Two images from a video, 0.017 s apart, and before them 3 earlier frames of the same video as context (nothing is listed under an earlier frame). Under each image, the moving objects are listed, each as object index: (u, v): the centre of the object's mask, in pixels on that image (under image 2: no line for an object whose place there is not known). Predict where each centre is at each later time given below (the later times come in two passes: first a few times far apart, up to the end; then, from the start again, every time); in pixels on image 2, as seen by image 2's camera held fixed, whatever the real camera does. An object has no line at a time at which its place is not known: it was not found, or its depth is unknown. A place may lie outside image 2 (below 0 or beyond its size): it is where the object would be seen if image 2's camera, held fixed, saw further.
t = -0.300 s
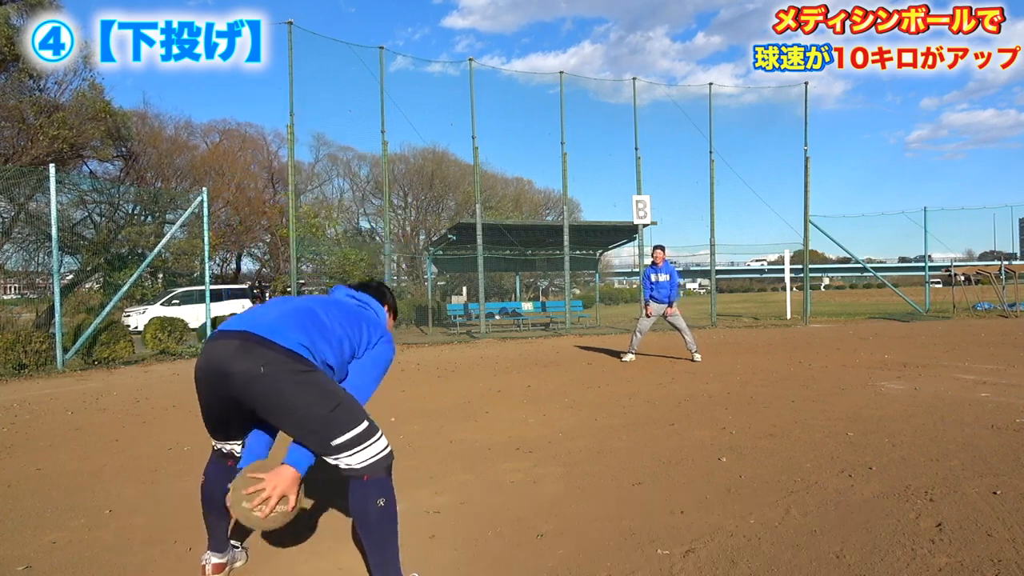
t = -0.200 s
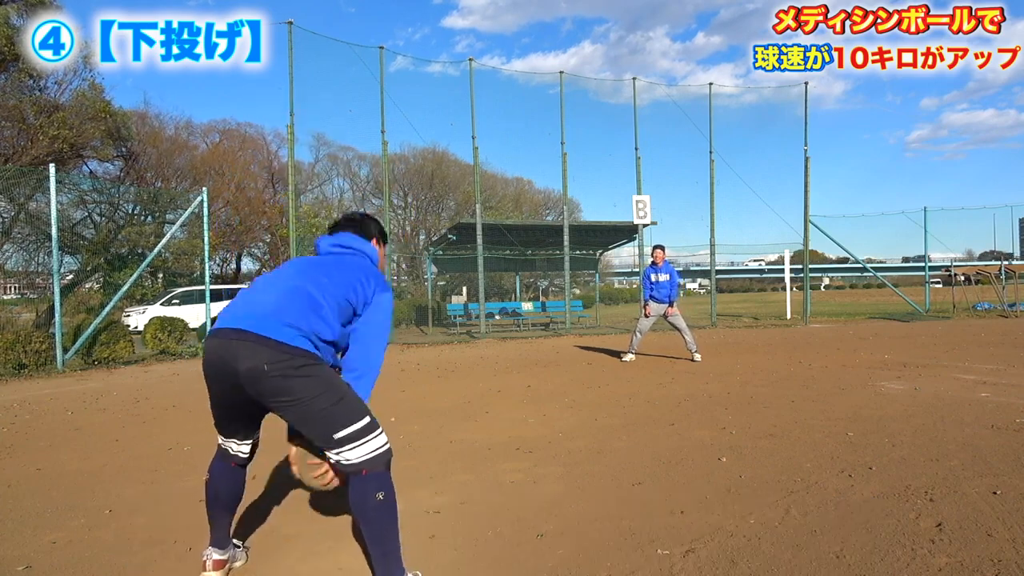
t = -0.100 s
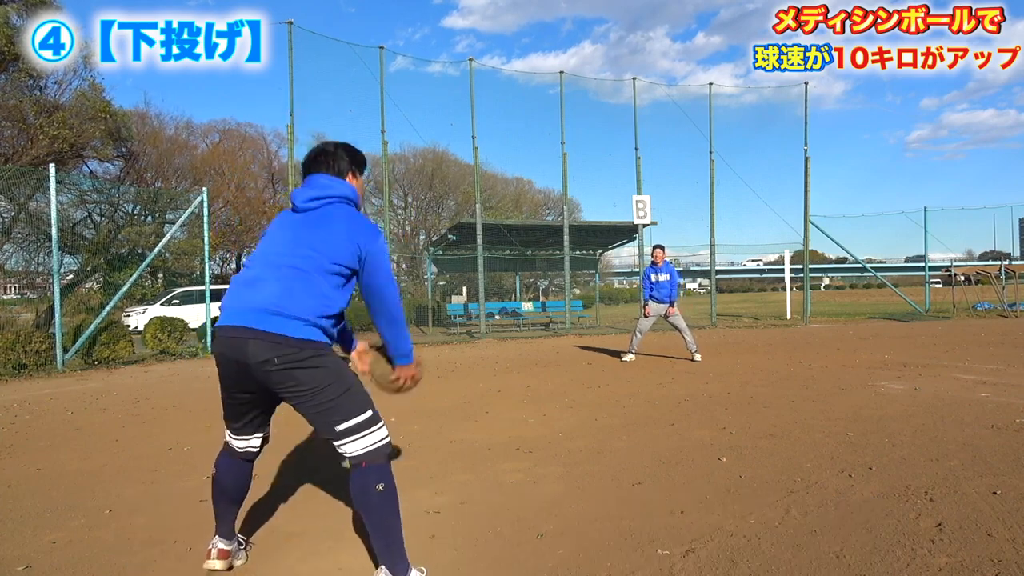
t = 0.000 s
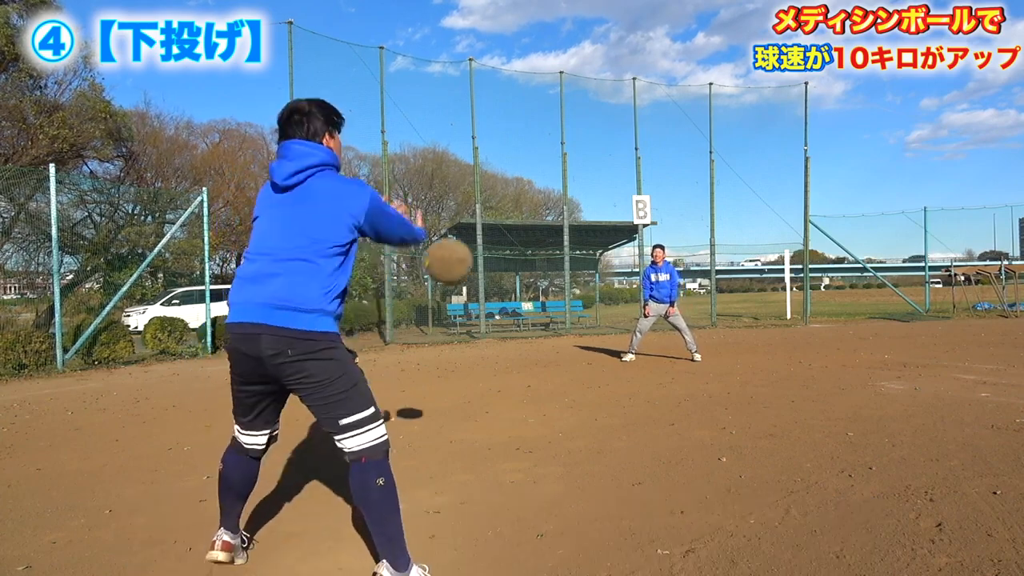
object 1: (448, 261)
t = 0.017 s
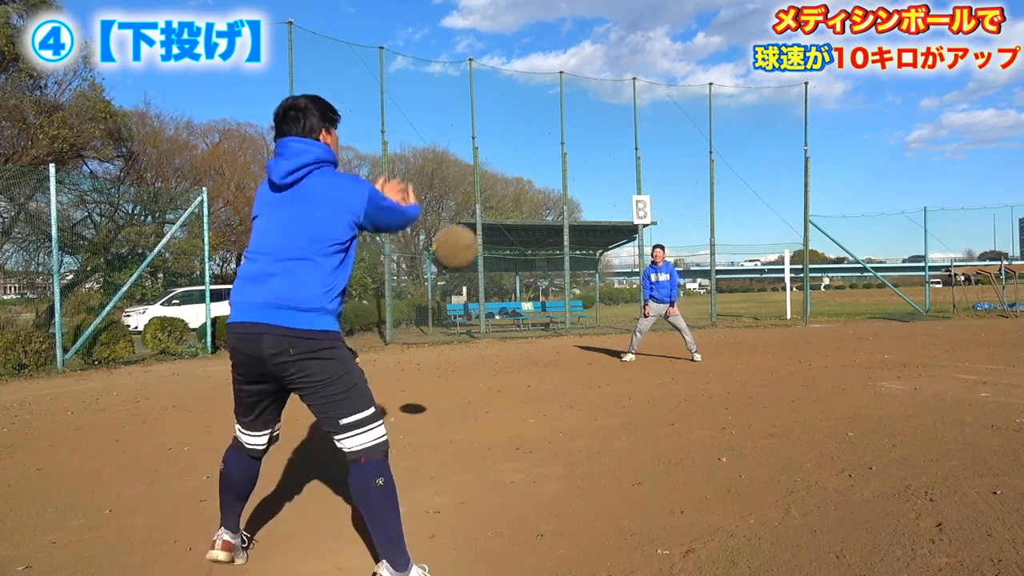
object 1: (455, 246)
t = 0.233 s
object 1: (531, 143)
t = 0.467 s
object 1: (585, 138)
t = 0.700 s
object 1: (625, 194)
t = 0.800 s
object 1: (640, 231)
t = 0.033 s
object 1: (463, 234)
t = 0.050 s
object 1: (469, 222)
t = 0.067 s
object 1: (476, 211)
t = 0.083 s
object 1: (481, 201)
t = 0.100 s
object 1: (489, 192)
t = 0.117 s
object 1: (494, 183)
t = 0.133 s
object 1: (500, 175)
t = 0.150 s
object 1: (505, 169)
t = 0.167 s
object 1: (511, 162)
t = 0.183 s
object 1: (516, 157)
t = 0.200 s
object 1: (521, 152)
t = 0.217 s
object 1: (526, 147)
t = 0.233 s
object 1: (531, 143)
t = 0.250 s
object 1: (536, 140)
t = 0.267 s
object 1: (540, 138)
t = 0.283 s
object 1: (544, 135)
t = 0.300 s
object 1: (549, 133)
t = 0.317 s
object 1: (553, 132)
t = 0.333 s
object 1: (557, 131)
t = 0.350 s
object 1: (561, 131)
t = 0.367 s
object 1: (564, 131)
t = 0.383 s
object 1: (568, 131)
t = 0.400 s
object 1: (572, 132)
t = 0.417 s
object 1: (576, 133)
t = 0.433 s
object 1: (579, 134)
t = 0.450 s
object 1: (582, 136)
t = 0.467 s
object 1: (585, 138)
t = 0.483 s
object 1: (589, 140)
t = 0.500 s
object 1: (592, 143)
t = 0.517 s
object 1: (595, 146)
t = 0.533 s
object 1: (598, 149)
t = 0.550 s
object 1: (601, 153)
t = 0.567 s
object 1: (604, 156)
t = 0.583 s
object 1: (607, 160)
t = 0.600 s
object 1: (610, 164)
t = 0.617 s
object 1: (612, 169)
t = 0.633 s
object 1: (615, 174)
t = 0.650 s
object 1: (618, 179)
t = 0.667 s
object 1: (620, 184)
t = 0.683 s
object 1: (623, 189)
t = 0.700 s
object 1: (625, 194)
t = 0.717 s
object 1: (627, 200)
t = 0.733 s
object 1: (629, 206)
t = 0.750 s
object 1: (632, 212)
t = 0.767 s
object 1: (635, 218)
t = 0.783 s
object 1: (637, 224)
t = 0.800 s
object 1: (640, 231)
